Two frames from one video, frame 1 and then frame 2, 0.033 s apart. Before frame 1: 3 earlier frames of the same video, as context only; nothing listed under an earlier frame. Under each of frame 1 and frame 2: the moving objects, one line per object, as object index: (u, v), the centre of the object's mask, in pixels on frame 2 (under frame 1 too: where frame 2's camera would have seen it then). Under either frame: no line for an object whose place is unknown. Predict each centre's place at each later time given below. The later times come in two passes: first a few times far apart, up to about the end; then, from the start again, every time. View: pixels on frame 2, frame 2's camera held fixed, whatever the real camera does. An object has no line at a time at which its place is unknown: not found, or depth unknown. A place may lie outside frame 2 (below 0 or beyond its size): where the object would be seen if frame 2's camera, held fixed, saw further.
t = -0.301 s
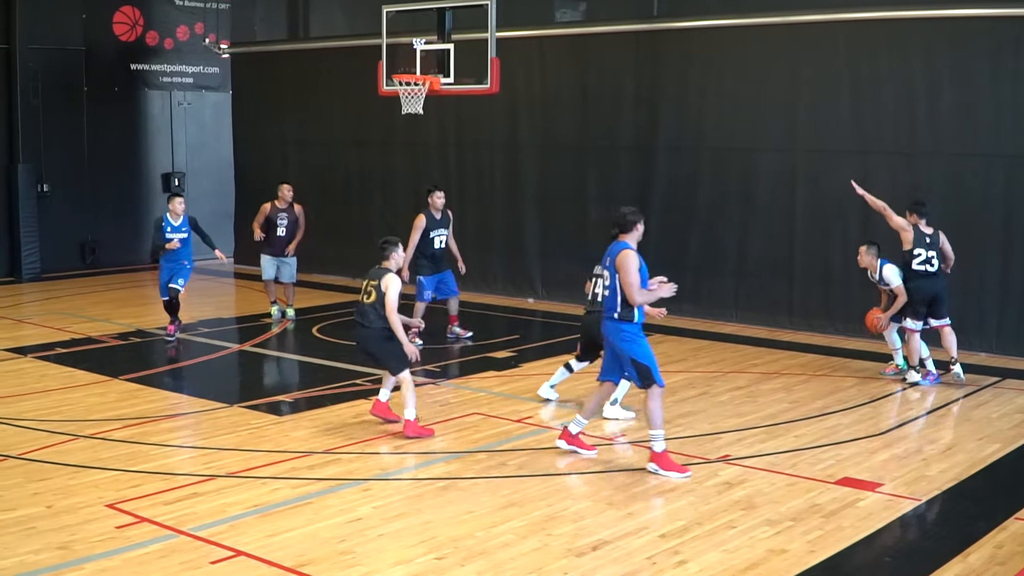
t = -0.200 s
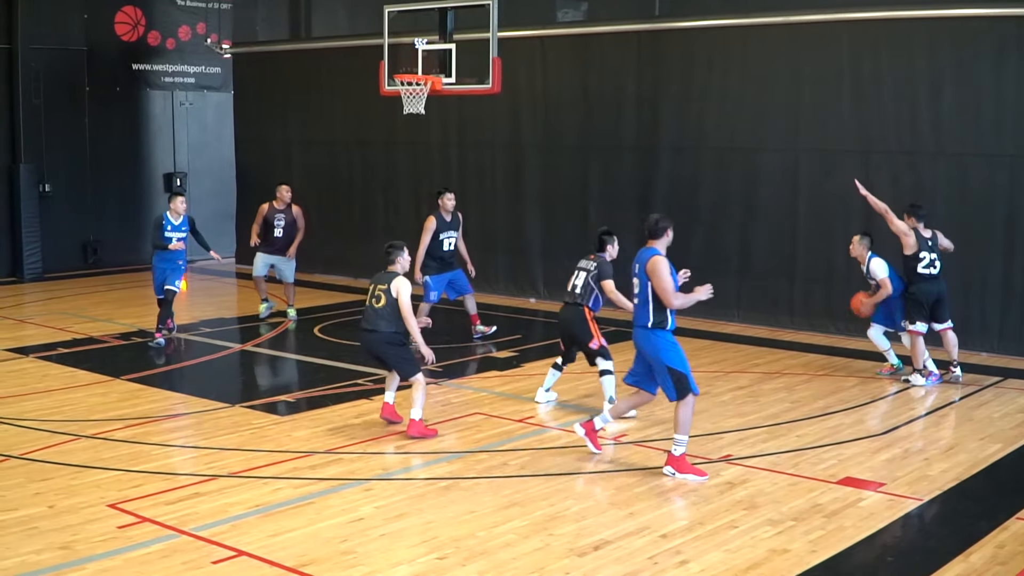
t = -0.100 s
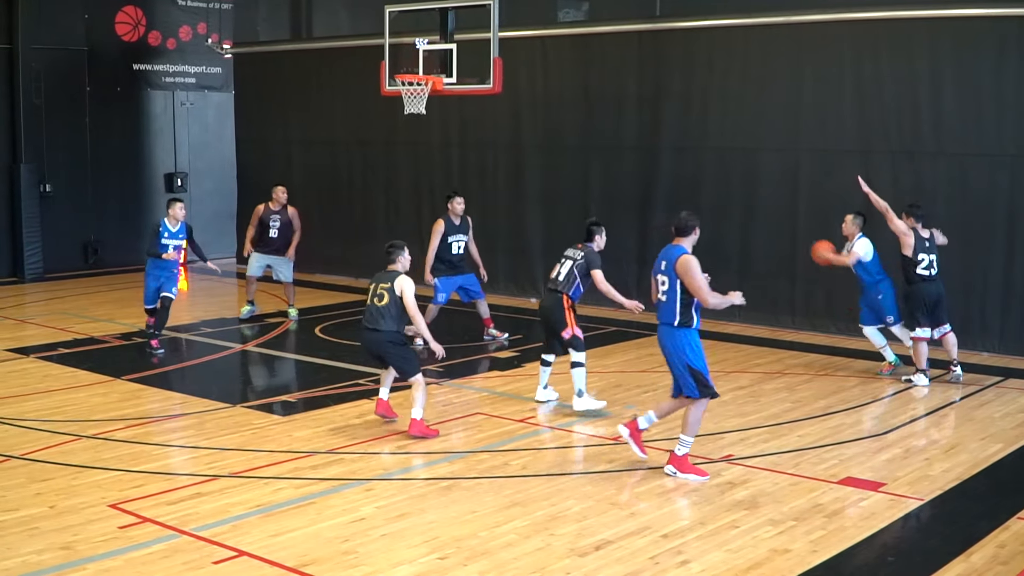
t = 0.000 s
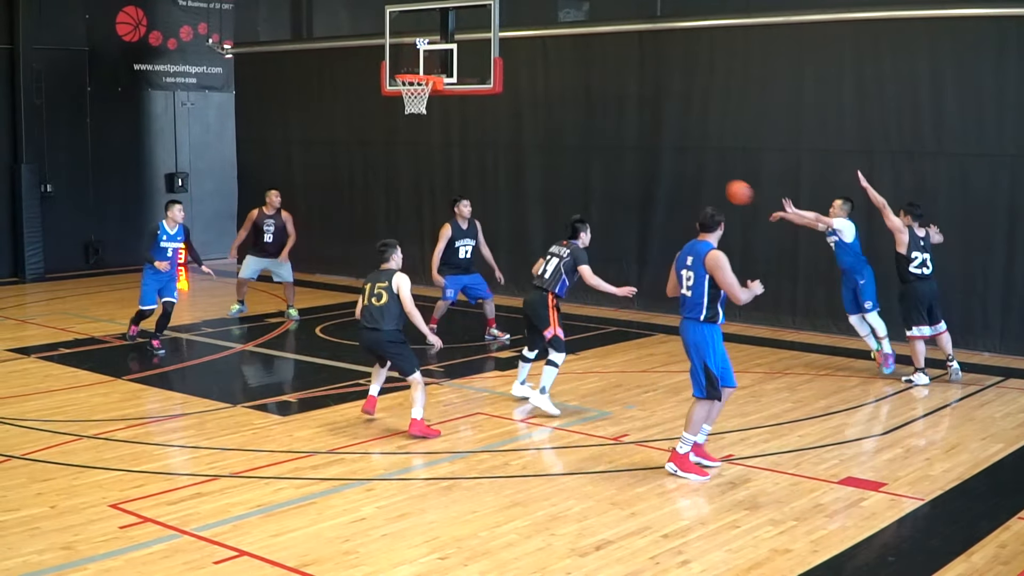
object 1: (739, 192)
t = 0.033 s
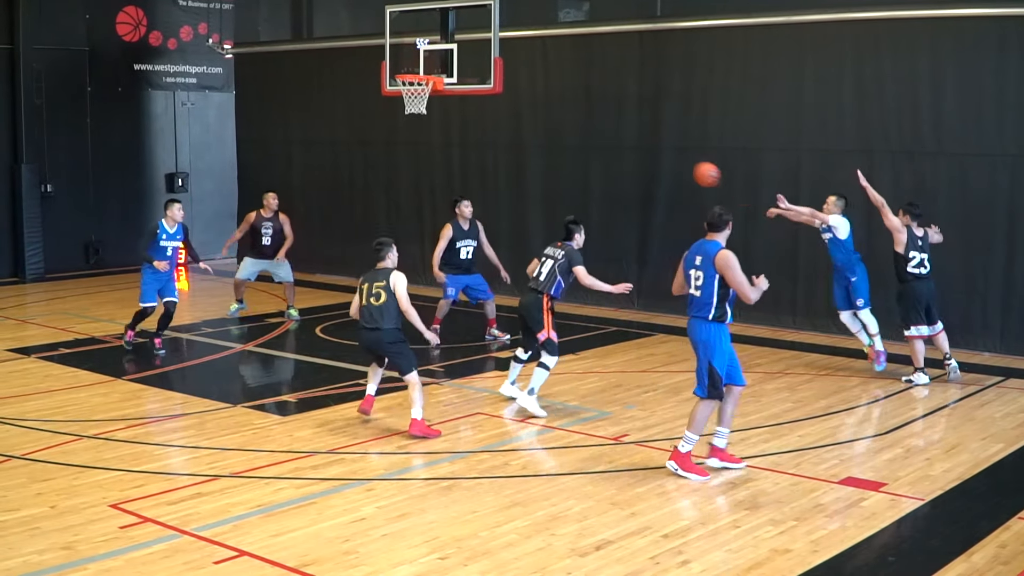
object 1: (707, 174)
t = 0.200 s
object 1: (548, 100)
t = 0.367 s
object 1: (400, 53)
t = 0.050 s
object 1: (690, 166)
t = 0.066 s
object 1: (674, 157)
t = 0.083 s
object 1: (658, 149)
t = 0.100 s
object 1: (643, 141)
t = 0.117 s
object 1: (627, 133)
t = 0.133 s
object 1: (611, 126)
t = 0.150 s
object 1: (596, 119)
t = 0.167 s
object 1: (580, 112)
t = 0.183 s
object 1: (564, 106)
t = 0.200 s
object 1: (548, 100)
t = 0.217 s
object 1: (533, 94)
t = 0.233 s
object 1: (518, 88)
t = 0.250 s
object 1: (504, 83)
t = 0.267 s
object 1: (487, 78)
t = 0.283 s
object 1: (472, 72)
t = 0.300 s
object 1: (458, 68)
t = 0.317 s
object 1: (441, 63)
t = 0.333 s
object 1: (429, 60)
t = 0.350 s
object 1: (414, 56)
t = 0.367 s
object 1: (400, 53)
